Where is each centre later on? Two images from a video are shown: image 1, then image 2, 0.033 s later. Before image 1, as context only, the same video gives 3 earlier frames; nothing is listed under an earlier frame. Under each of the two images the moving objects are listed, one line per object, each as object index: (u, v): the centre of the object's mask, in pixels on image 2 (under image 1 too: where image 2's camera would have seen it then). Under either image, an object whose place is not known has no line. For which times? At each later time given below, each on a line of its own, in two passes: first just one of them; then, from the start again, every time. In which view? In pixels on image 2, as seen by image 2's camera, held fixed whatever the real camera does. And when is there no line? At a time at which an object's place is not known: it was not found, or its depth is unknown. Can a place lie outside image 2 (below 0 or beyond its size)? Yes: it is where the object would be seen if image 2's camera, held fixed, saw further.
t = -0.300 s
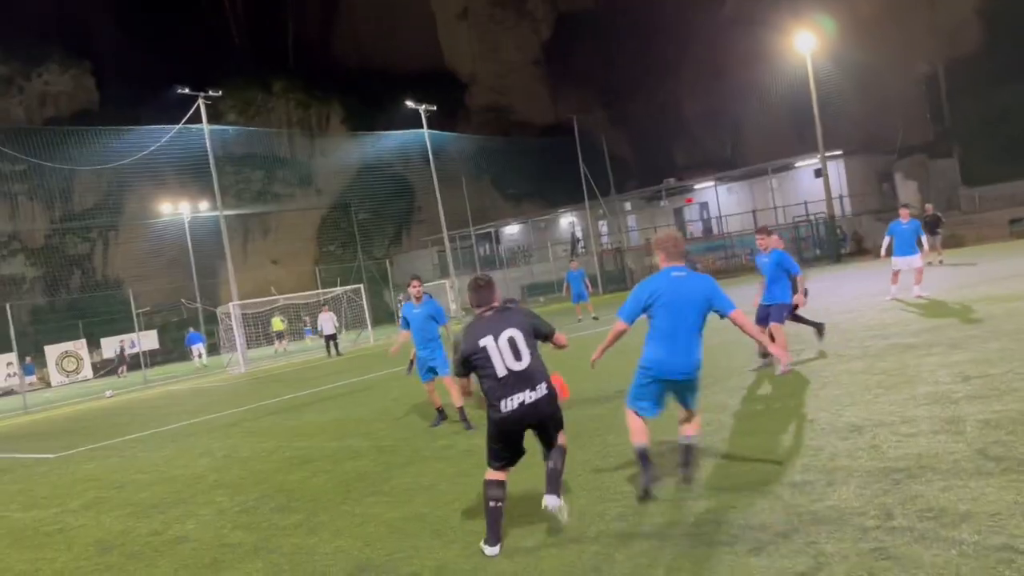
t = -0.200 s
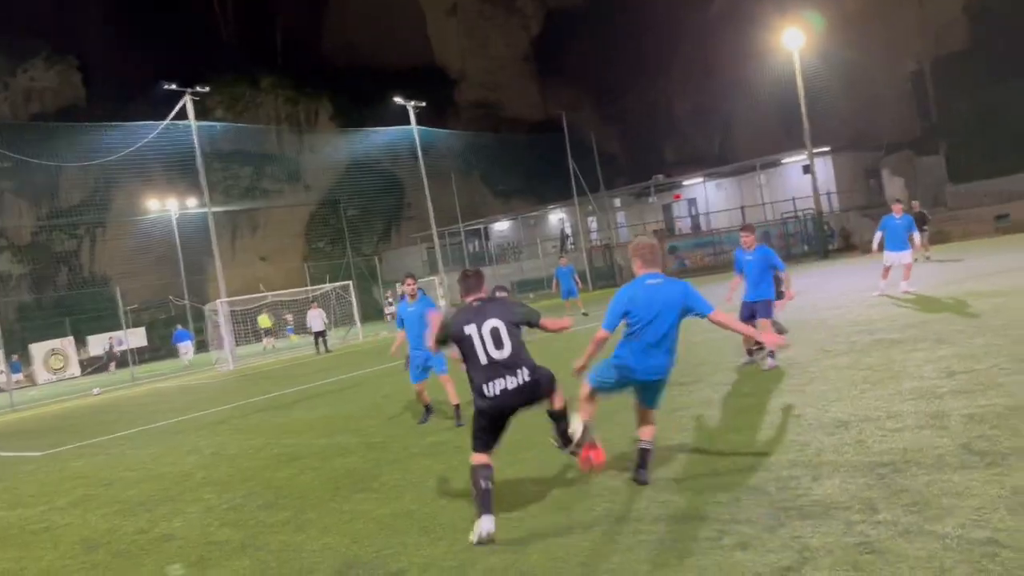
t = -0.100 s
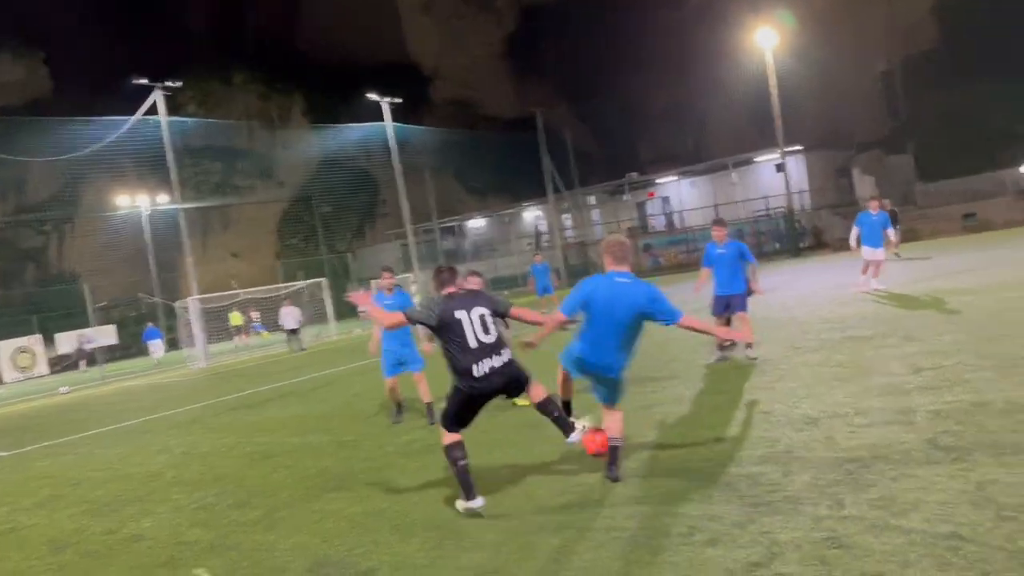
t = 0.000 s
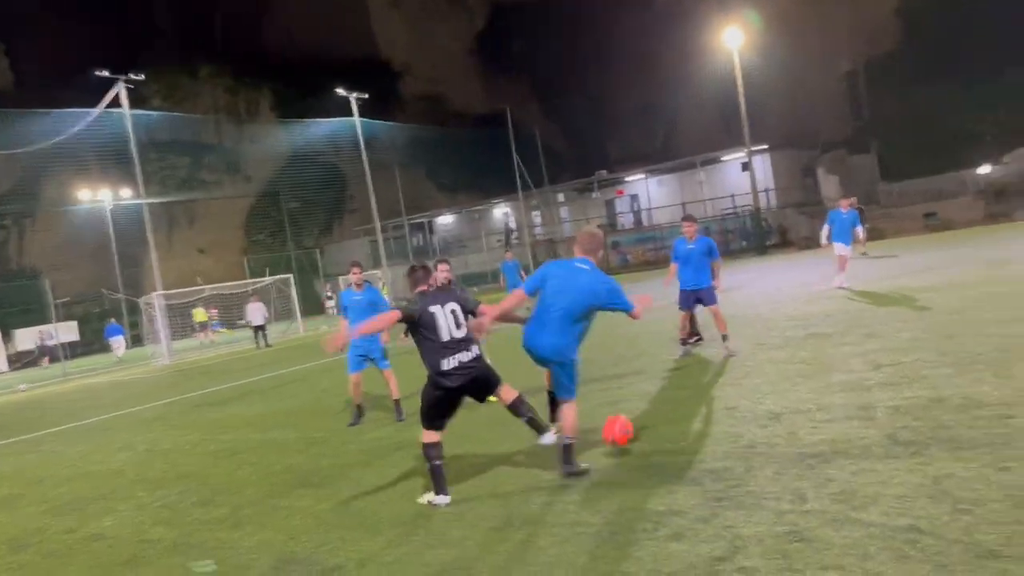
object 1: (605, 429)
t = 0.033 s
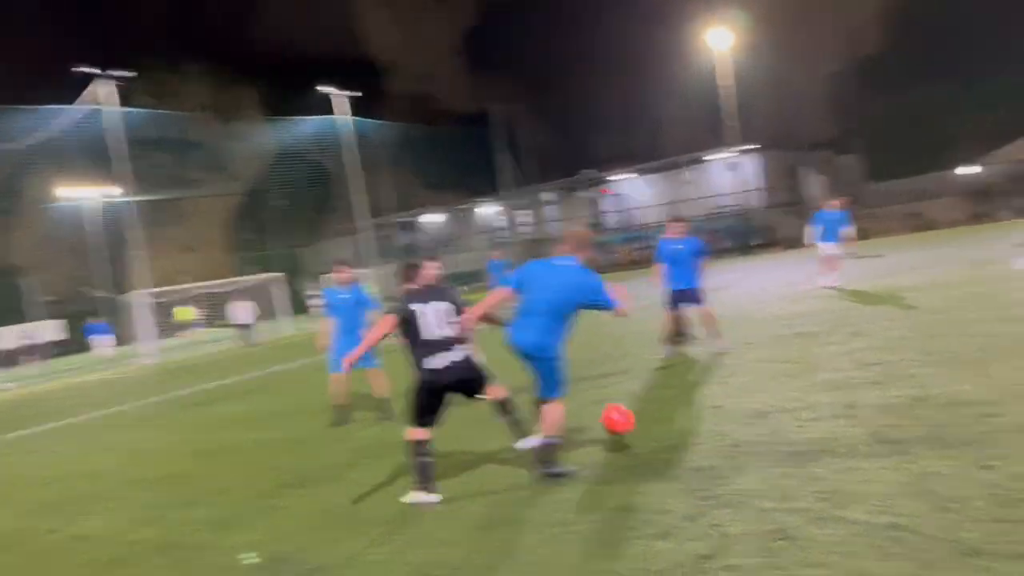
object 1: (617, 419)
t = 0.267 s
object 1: (716, 386)
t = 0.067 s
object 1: (632, 411)
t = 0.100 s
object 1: (646, 403)
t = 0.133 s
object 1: (659, 396)
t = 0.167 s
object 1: (674, 391)
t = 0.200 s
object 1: (688, 389)
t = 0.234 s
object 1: (702, 387)
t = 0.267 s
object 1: (716, 386)
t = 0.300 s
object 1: (731, 388)
